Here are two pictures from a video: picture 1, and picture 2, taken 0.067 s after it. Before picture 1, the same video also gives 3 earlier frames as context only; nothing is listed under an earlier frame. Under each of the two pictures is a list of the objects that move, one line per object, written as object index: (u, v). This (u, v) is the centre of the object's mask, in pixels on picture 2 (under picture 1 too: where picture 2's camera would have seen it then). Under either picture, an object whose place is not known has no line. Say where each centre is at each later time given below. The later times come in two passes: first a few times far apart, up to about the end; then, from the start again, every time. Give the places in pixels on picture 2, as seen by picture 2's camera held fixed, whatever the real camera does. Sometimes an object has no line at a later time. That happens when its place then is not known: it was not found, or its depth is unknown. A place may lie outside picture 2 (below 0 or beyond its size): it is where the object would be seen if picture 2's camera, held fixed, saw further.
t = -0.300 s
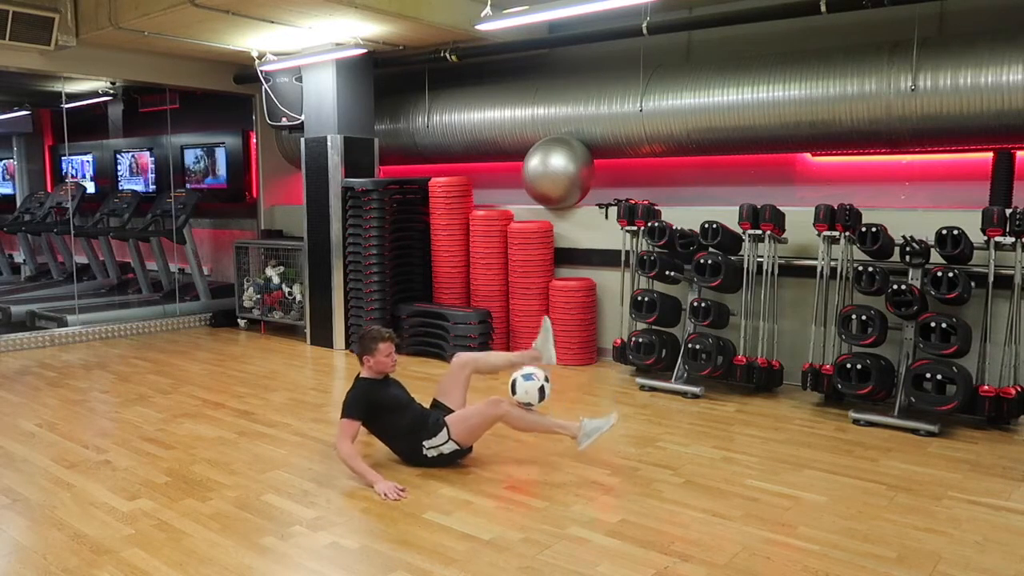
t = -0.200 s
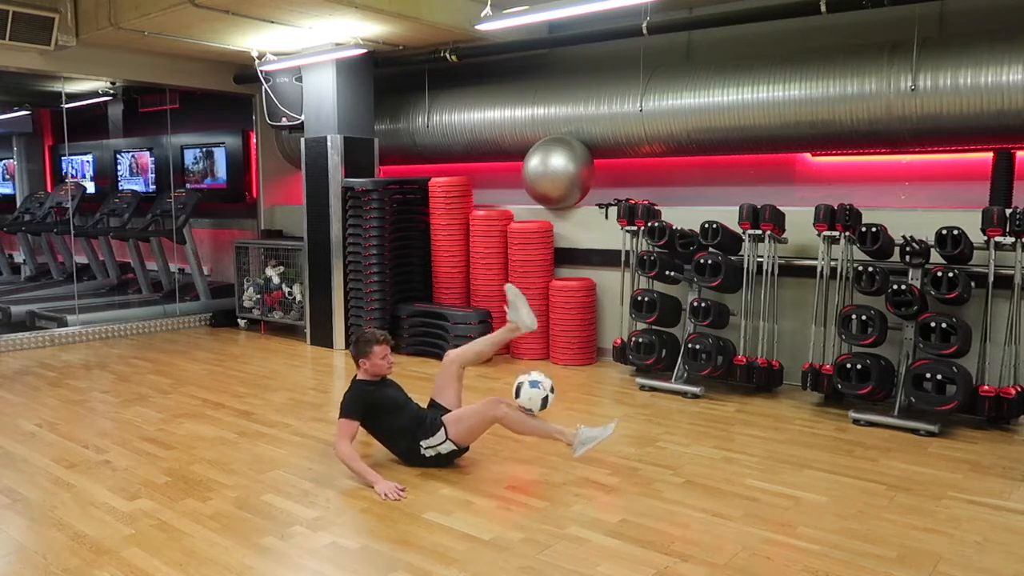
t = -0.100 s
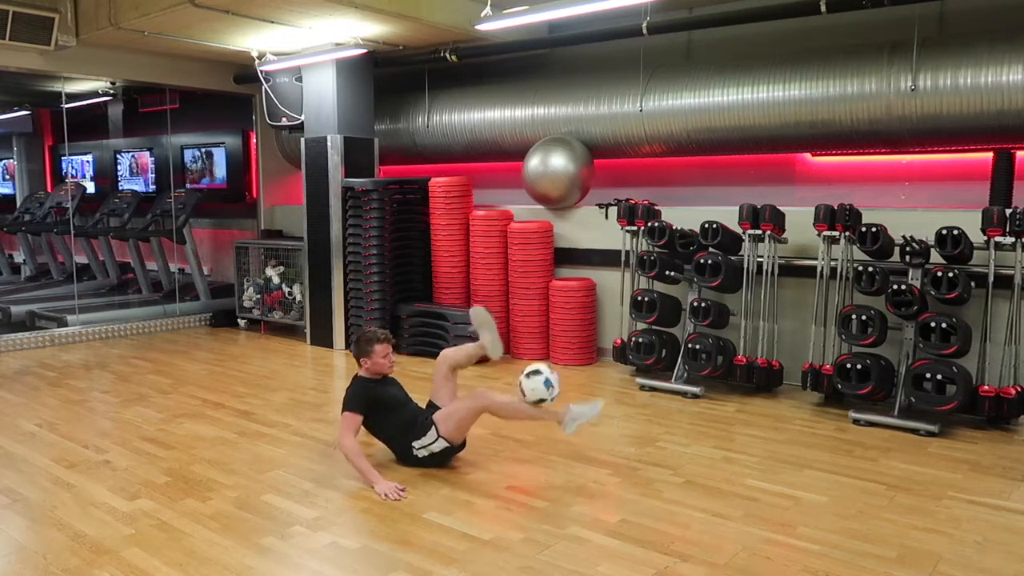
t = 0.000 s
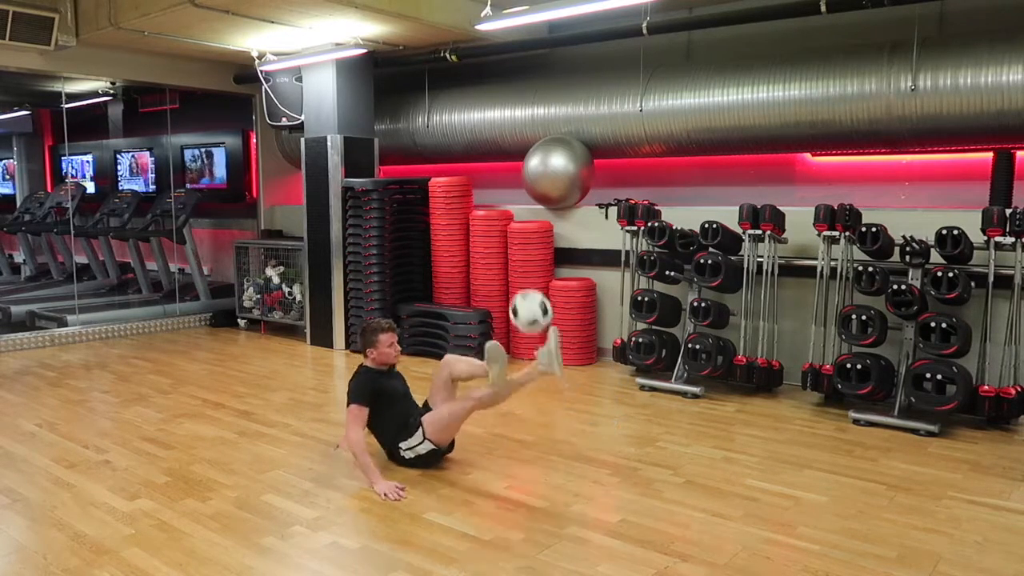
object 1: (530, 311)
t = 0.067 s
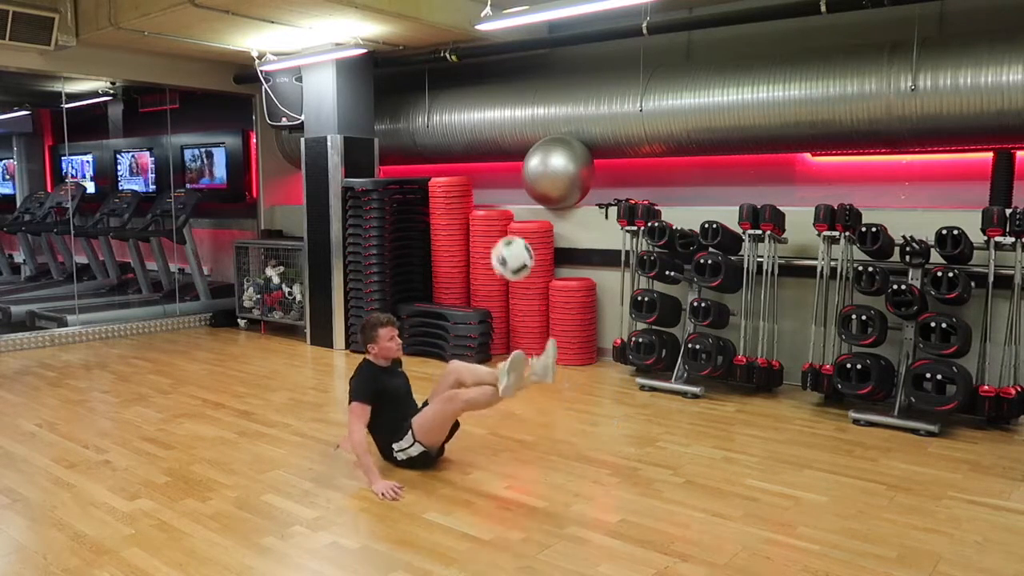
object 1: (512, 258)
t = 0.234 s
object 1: (464, 159)
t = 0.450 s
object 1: (402, 106)
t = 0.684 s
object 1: (335, 155)
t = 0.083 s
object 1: (508, 246)
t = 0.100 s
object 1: (503, 235)
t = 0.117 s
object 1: (498, 223)
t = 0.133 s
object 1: (493, 212)
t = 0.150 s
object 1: (488, 202)
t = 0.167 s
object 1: (483, 192)
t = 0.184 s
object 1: (479, 183)
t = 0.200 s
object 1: (474, 175)
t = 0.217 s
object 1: (469, 166)
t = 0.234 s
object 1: (464, 159)
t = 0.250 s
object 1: (459, 152)
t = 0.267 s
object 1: (455, 145)
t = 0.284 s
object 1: (450, 140)
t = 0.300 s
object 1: (445, 134)
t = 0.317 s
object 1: (440, 128)
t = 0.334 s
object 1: (435, 123)
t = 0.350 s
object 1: (430, 119)
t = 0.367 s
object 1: (426, 116)
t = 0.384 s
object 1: (421, 113)
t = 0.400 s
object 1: (416, 110)
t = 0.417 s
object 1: (412, 109)
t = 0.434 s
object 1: (407, 108)
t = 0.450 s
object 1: (402, 106)
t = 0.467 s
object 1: (397, 106)
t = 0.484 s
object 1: (392, 107)
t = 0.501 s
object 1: (387, 108)
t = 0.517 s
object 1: (383, 110)
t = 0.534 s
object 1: (378, 112)
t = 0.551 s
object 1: (373, 114)
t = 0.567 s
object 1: (368, 118)
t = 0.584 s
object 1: (363, 121)
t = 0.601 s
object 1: (359, 125)
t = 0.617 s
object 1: (354, 130)
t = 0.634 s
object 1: (350, 135)
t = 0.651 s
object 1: (345, 142)
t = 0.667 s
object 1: (340, 148)
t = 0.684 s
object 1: (335, 155)
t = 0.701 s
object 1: (331, 164)
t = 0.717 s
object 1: (326, 172)
